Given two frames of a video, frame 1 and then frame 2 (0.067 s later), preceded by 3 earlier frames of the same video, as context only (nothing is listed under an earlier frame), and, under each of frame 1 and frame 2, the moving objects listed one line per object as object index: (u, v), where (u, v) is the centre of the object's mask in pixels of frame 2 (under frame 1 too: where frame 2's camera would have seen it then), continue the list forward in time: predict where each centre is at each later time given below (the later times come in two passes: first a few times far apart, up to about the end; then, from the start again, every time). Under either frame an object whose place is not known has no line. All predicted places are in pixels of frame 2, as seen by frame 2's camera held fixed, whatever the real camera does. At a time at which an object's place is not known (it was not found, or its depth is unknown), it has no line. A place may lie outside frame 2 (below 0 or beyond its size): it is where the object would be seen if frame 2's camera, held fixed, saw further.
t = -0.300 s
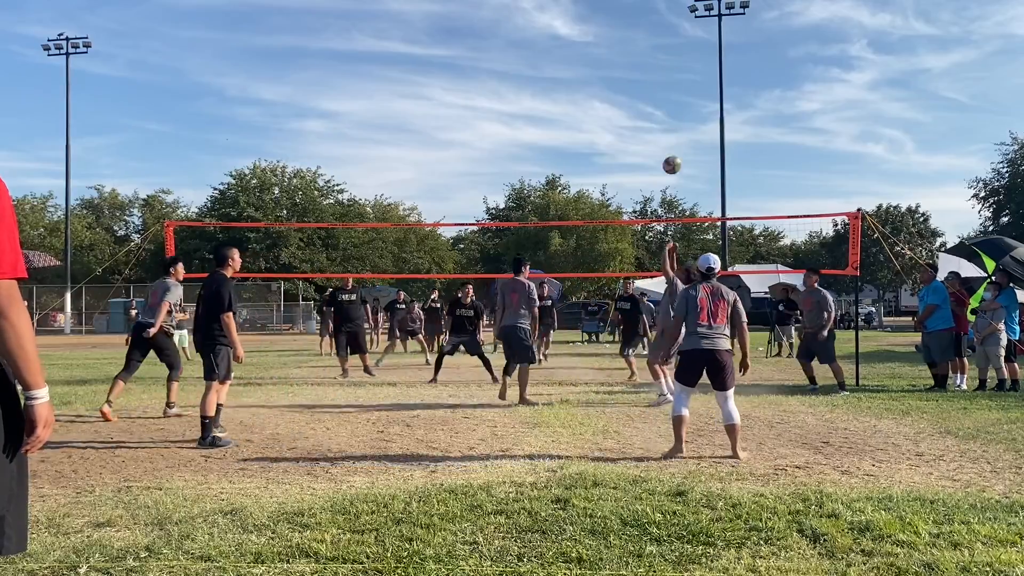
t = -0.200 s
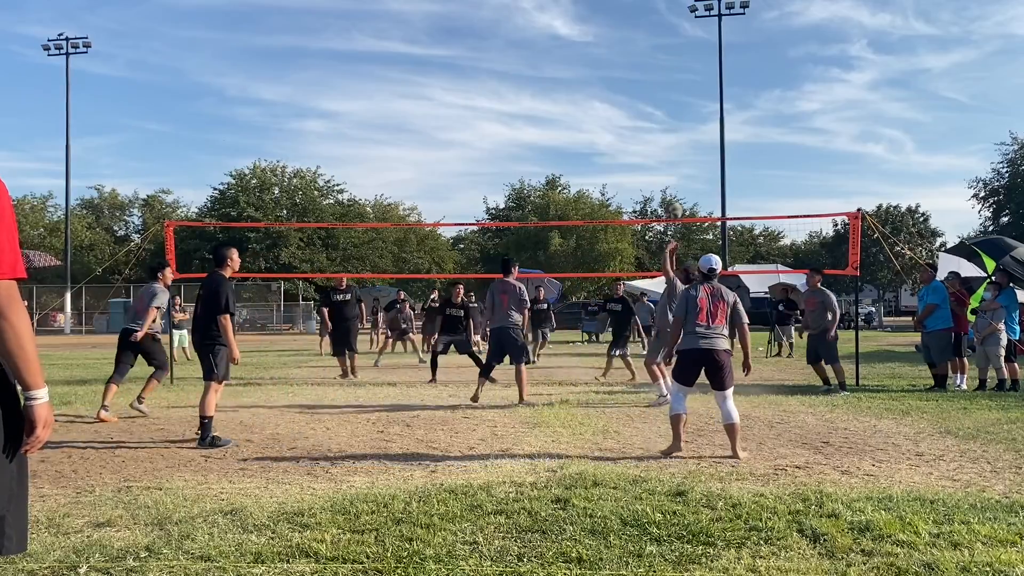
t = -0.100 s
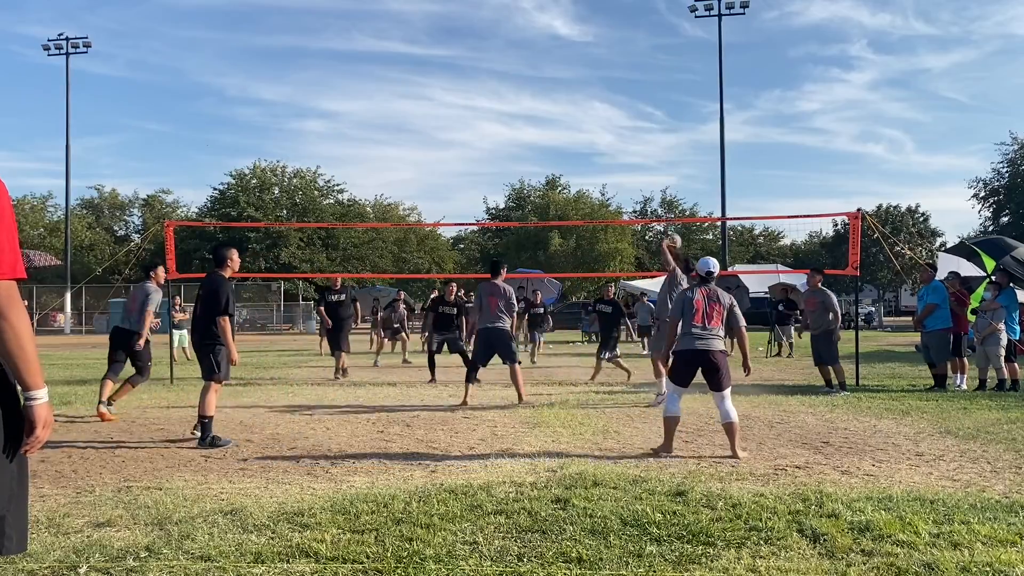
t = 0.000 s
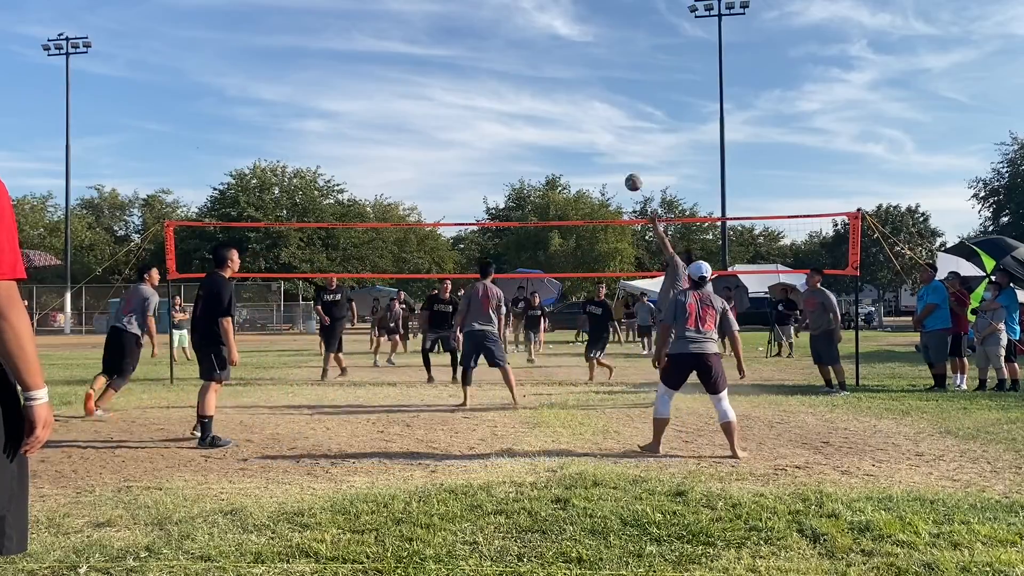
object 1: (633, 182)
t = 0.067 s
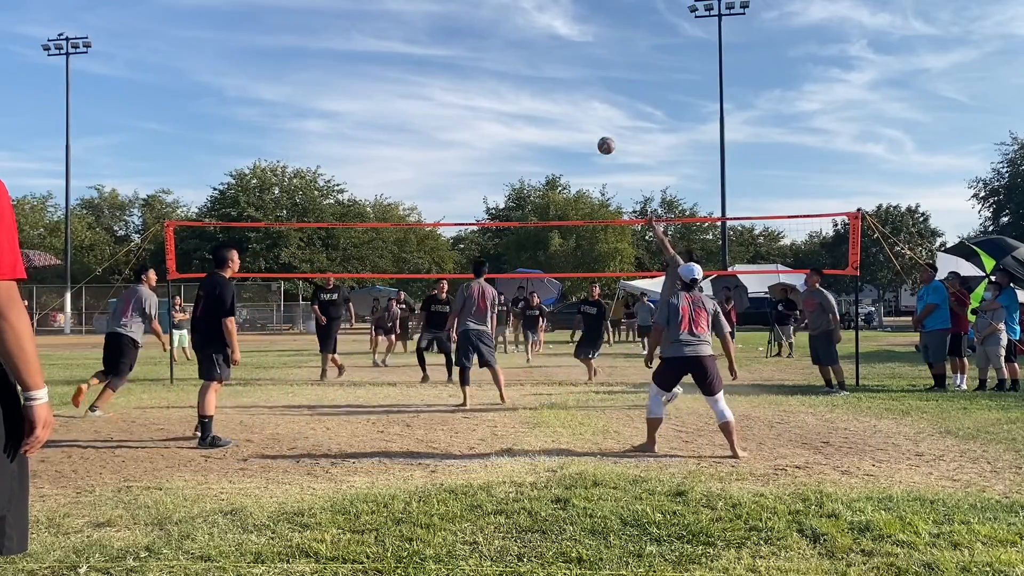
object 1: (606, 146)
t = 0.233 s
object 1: (540, 74)
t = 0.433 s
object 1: (466, 24)
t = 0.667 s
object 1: (384, 8)
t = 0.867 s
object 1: (318, 27)
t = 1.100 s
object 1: (248, 87)
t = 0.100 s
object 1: (593, 129)
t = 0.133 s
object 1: (580, 113)
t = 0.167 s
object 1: (566, 99)
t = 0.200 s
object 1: (554, 86)
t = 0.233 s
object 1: (540, 74)
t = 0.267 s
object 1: (528, 63)
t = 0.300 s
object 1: (515, 53)
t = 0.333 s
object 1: (503, 44)
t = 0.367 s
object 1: (490, 36)
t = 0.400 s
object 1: (478, 29)
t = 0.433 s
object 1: (466, 24)
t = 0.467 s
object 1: (454, 18)
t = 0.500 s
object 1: (442, 14)
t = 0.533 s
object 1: (430, 11)
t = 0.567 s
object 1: (419, 9)
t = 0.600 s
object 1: (407, 7)
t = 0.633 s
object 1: (396, 7)
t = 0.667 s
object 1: (384, 8)
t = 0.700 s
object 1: (373, 8)
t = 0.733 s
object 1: (362, 11)
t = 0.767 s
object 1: (351, 13)
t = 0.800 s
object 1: (340, 17)
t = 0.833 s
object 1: (330, 22)
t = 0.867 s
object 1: (318, 27)
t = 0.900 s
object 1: (308, 33)
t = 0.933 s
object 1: (298, 41)
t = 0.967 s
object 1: (287, 48)
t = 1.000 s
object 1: (277, 57)
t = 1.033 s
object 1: (267, 66)
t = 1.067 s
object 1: (257, 76)
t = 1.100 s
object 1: (248, 87)
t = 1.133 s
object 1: (238, 98)
